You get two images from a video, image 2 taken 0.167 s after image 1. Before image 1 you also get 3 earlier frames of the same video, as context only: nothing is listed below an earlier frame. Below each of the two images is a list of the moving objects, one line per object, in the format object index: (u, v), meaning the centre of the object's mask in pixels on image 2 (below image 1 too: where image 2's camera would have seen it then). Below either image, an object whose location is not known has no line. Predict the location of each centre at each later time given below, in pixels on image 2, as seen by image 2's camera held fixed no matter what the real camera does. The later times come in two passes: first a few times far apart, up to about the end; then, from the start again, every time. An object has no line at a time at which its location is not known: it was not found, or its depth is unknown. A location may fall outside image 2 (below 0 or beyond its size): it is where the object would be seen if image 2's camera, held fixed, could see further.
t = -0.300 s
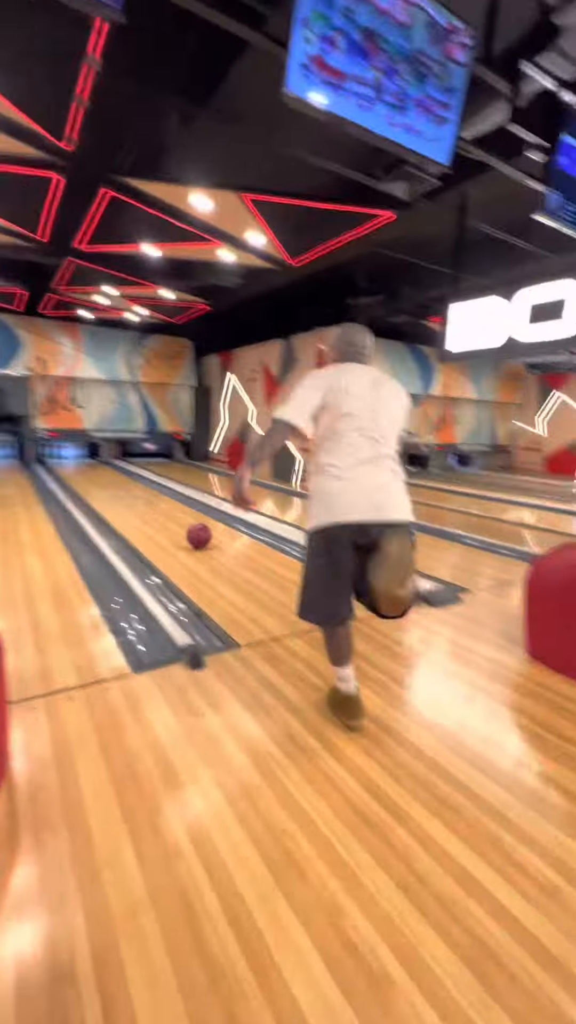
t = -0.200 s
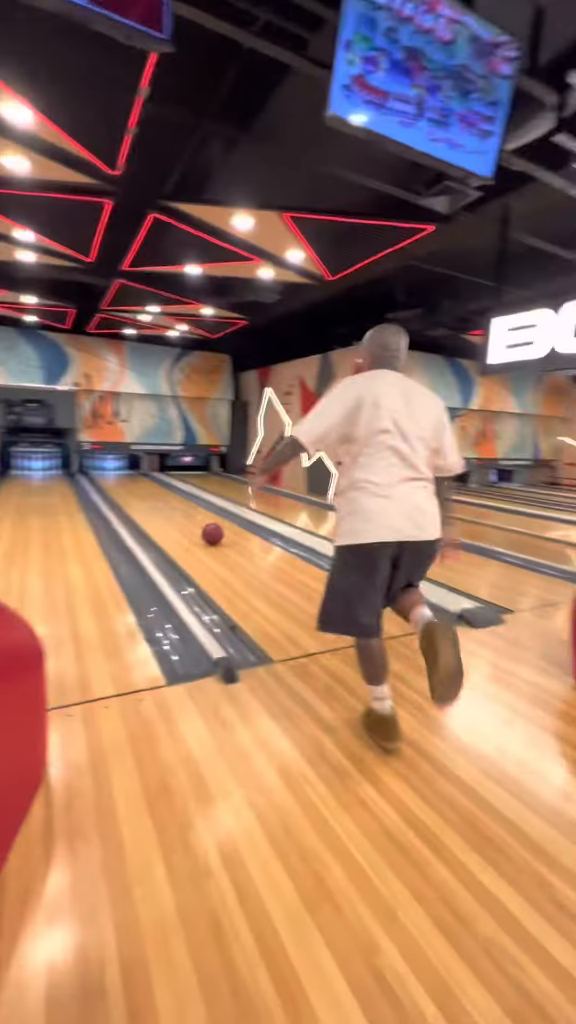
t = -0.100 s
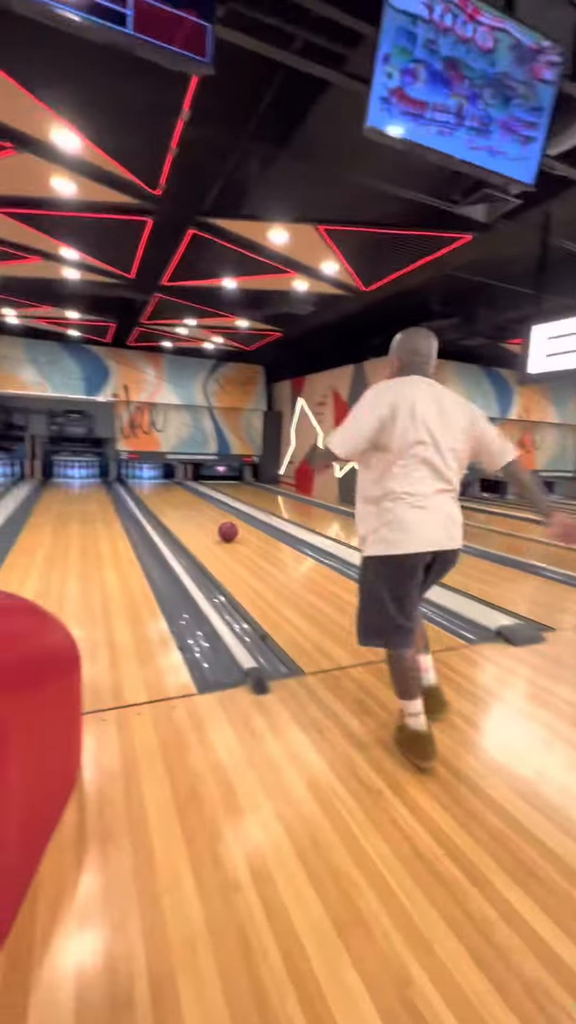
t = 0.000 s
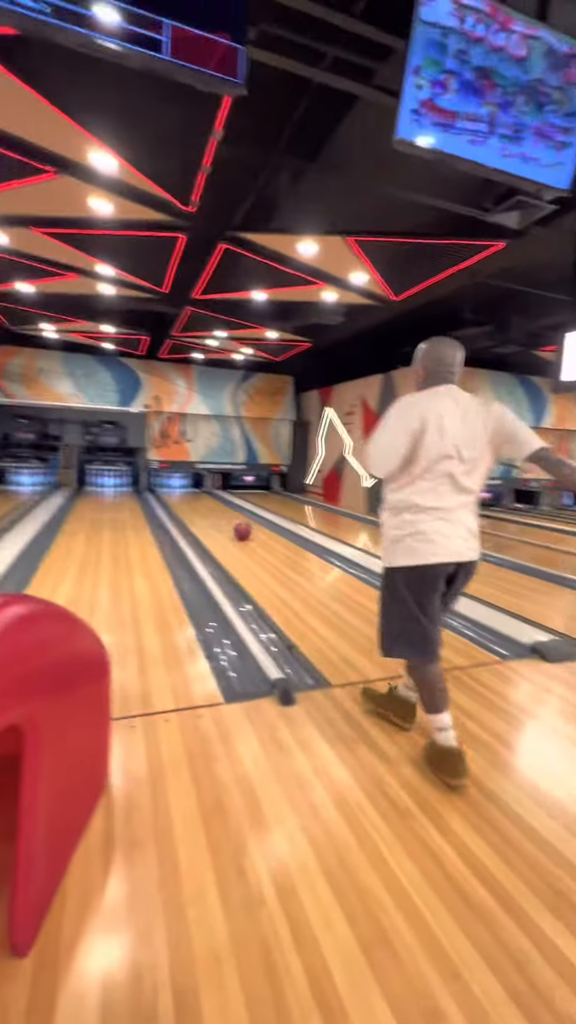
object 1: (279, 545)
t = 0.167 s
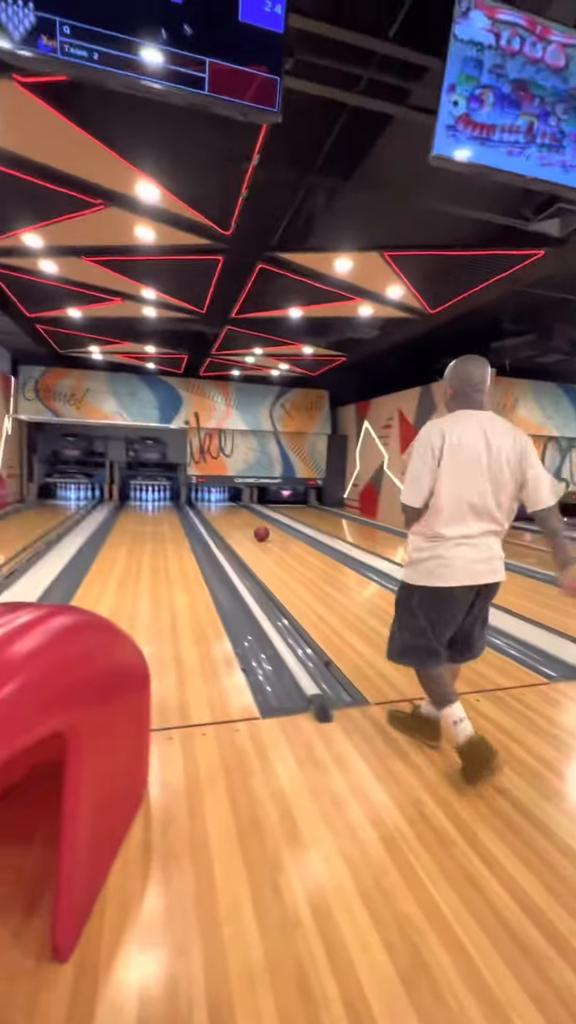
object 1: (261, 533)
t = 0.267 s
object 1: (254, 528)
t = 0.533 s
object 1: (237, 517)
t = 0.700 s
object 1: (229, 511)
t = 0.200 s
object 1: (259, 531)
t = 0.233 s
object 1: (256, 530)
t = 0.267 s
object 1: (254, 528)
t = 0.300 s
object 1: (251, 526)
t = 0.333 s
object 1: (249, 524)
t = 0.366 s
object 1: (246, 523)
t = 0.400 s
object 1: (244, 522)
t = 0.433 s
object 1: (242, 520)
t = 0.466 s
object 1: (240, 519)
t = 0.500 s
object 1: (239, 518)
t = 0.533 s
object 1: (237, 517)
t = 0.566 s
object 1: (235, 515)
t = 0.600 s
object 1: (233, 513)
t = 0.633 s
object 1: (232, 512)
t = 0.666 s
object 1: (230, 512)
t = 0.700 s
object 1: (229, 511)
